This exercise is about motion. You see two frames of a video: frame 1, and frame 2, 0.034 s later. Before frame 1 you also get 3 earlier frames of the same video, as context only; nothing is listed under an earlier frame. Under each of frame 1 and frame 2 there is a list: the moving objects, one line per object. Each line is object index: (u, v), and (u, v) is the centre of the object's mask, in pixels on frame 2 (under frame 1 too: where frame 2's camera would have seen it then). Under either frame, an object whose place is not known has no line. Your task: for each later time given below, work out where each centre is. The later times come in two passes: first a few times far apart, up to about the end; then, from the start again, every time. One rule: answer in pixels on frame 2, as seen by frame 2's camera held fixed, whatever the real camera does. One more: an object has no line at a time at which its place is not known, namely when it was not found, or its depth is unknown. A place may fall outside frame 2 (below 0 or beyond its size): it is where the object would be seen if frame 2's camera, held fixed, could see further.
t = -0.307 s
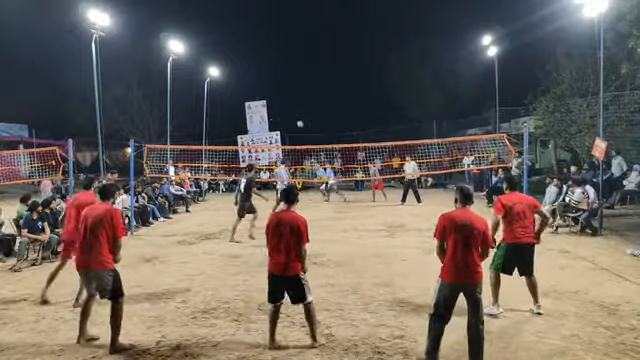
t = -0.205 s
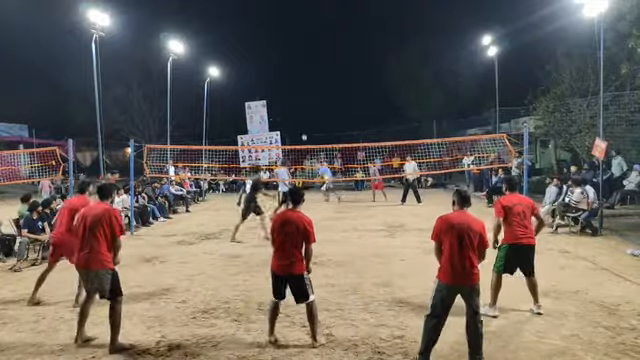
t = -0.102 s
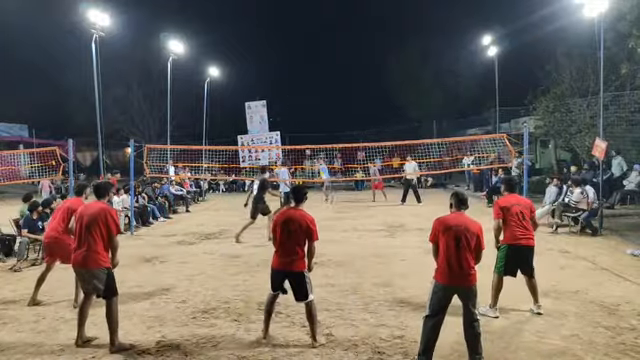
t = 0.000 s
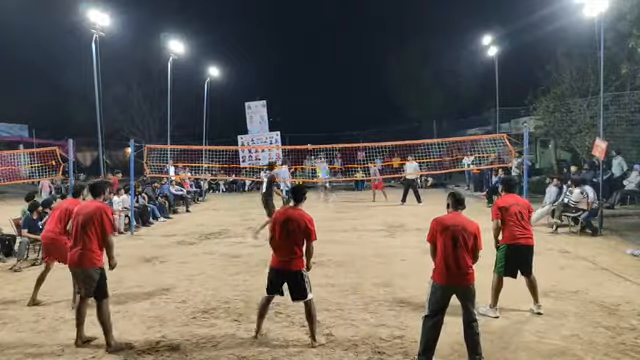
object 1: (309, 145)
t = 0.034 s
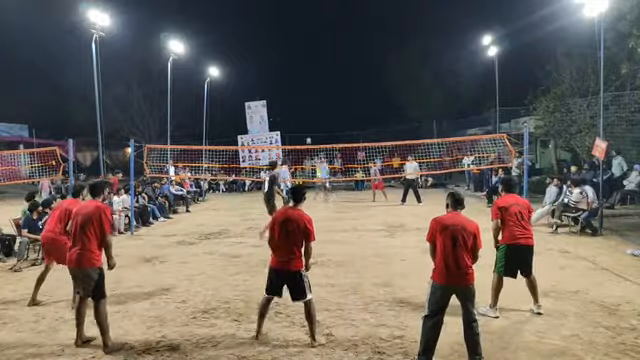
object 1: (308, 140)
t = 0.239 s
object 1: (306, 109)
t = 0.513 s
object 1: (305, 76)
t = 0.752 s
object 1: (305, 59)
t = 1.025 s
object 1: (308, 69)
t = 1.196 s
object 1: (313, 105)
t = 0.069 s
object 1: (308, 135)
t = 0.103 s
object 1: (307, 130)
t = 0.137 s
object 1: (307, 124)
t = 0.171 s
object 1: (307, 119)
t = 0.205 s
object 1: (307, 114)
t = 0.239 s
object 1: (306, 109)
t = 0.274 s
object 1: (306, 105)
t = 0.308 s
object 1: (306, 100)
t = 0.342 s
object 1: (305, 95)
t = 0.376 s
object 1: (305, 91)
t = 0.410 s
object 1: (305, 87)
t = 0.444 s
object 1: (305, 83)
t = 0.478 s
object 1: (305, 79)
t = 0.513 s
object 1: (305, 76)
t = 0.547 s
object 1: (304, 72)
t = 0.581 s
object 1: (304, 69)
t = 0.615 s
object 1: (305, 66)
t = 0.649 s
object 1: (304, 64)
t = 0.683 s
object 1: (304, 62)
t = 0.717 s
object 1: (304, 60)
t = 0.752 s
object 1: (305, 59)
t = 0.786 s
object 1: (305, 59)
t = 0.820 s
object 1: (305, 58)
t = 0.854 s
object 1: (305, 58)
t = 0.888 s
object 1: (305, 59)
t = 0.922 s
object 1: (306, 60)
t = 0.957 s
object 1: (306, 62)
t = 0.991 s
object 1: (307, 65)
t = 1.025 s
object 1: (308, 69)
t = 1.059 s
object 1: (308, 74)
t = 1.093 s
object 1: (309, 79)
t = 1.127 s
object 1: (310, 87)
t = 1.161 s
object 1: (312, 95)
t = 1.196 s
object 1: (313, 105)
